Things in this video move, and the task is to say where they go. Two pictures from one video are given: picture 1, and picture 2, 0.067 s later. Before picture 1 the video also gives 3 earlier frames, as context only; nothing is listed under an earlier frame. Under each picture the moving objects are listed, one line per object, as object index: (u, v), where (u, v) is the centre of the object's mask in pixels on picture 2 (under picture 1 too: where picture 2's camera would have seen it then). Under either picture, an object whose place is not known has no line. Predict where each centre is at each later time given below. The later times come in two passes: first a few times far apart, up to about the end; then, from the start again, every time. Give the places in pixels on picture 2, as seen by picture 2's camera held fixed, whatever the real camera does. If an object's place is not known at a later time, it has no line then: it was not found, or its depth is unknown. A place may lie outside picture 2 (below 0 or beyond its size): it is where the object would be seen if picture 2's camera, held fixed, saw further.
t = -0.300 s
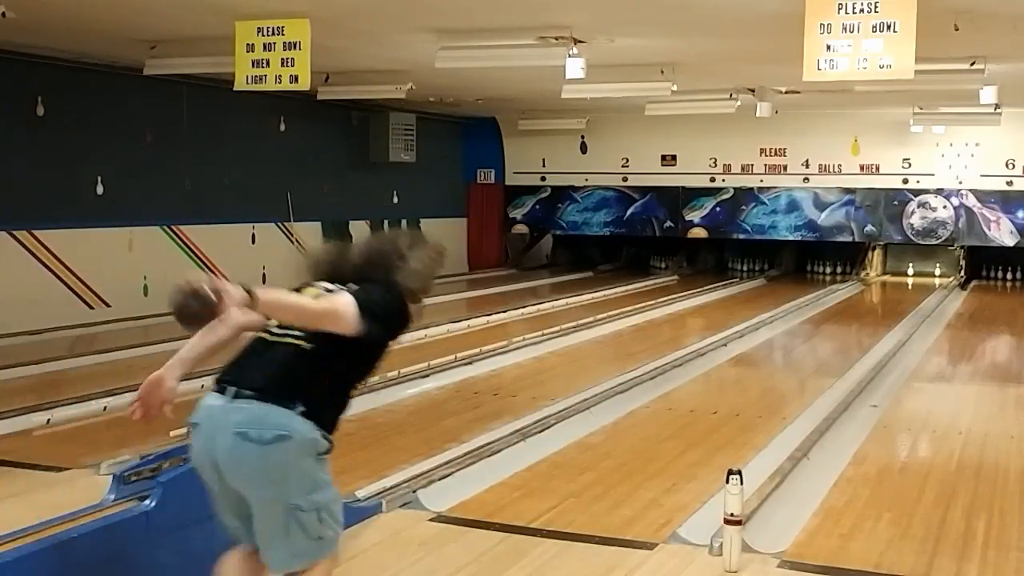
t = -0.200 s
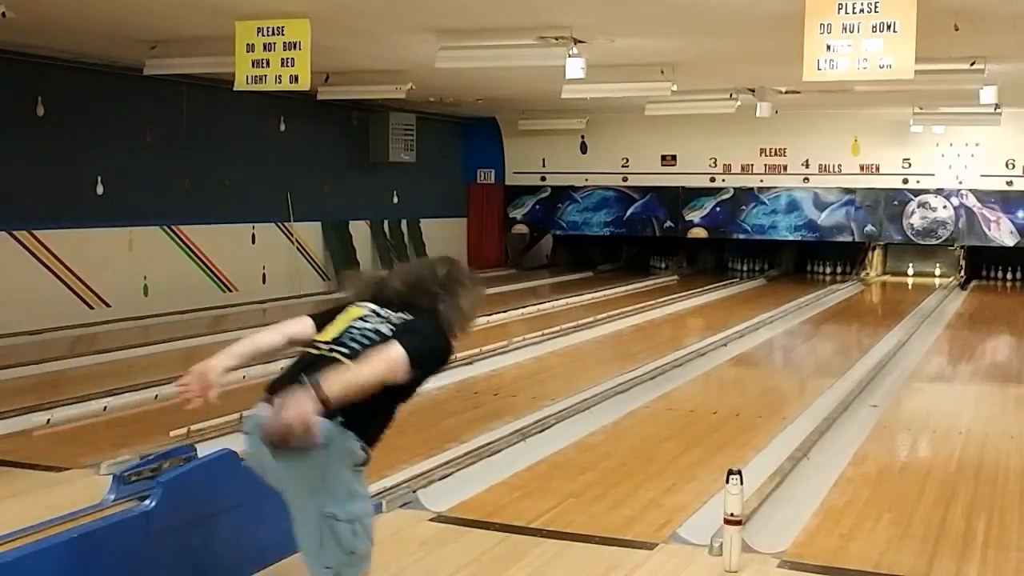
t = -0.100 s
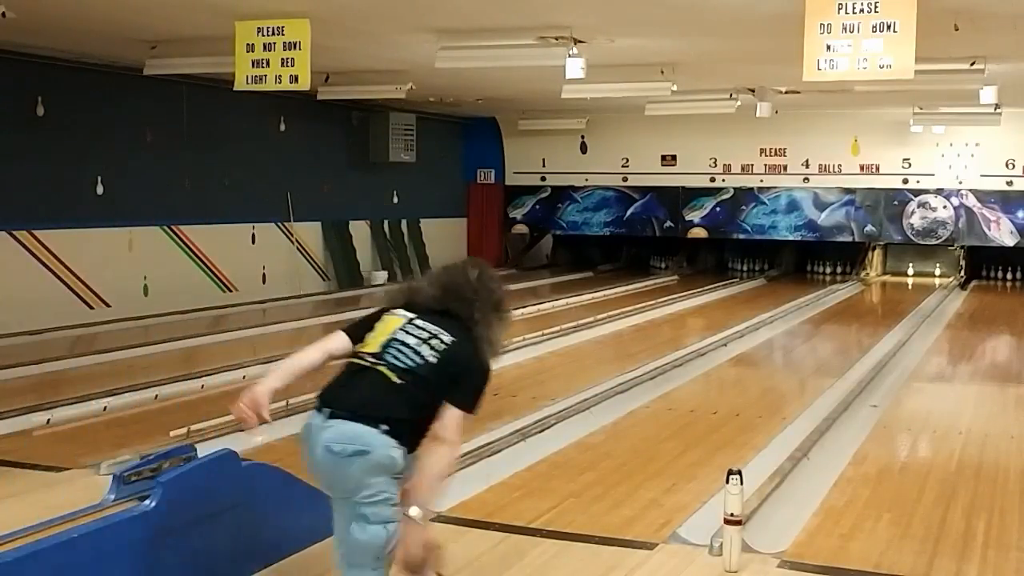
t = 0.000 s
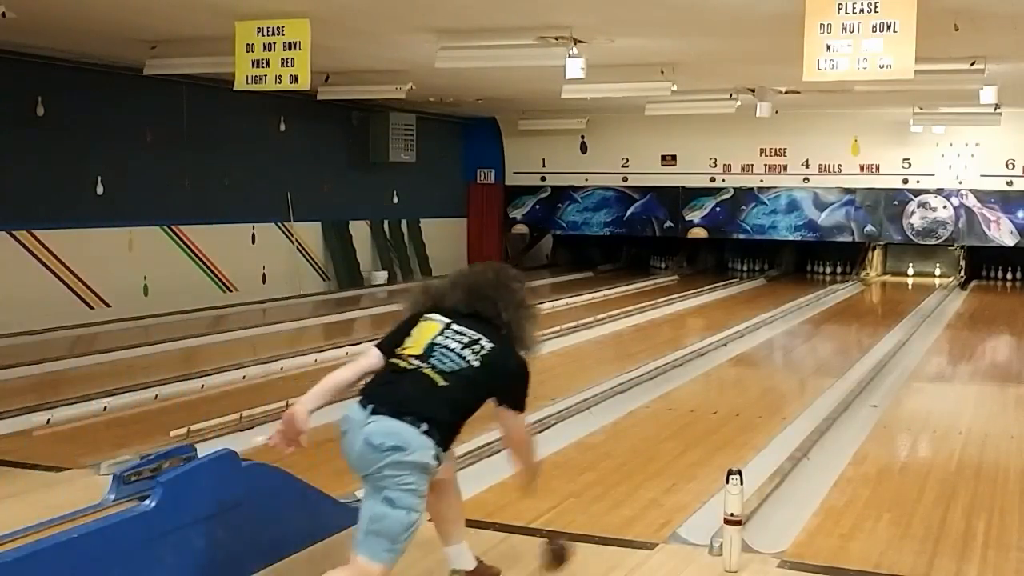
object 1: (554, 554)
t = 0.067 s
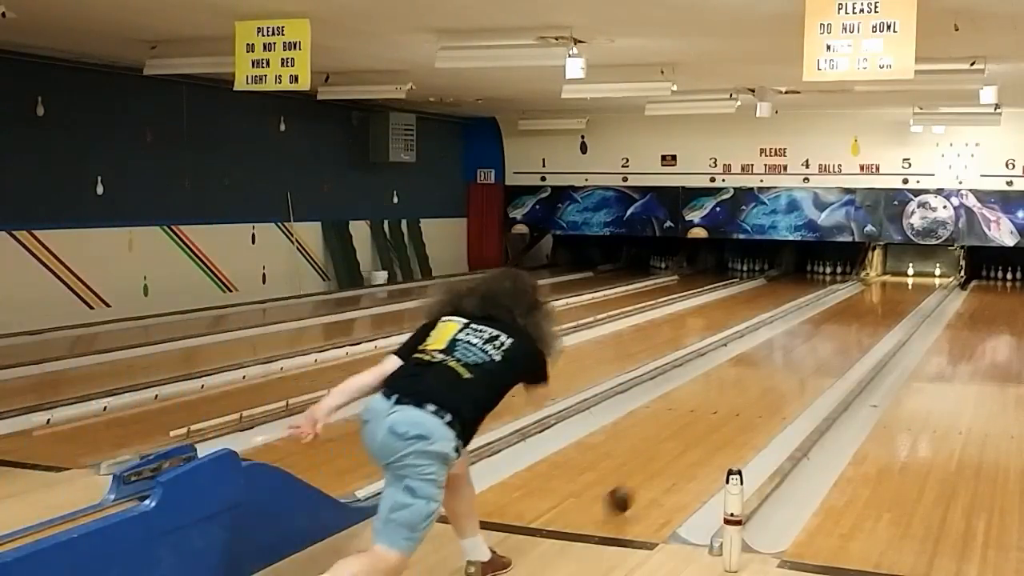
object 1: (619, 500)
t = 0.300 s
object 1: (747, 411)
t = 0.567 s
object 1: (821, 358)
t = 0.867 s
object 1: (867, 324)
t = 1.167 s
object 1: (896, 303)
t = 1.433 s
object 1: (914, 290)
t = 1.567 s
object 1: (920, 285)
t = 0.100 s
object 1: (644, 483)
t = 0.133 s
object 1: (666, 471)
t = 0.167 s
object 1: (686, 456)
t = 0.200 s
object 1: (704, 443)
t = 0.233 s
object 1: (720, 431)
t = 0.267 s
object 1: (734, 421)
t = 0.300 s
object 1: (747, 411)
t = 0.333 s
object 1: (759, 403)
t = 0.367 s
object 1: (770, 395)
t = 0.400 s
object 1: (780, 387)
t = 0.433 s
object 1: (789, 381)
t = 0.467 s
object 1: (798, 374)
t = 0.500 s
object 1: (806, 368)
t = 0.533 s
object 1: (814, 363)
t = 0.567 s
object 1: (821, 358)
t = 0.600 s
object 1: (827, 353)
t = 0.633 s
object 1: (833, 349)
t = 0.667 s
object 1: (839, 343)
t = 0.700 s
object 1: (844, 340)
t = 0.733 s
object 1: (850, 336)
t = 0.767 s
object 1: (854, 333)
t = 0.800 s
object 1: (859, 330)
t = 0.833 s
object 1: (863, 327)
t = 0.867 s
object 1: (867, 324)
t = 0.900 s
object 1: (871, 321)
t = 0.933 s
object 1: (875, 318)
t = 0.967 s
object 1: (878, 315)
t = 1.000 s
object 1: (882, 313)
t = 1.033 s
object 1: (885, 311)
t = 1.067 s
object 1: (887, 309)
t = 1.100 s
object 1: (890, 307)
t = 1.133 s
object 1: (893, 305)
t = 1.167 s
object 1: (896, 303)
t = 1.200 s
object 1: (898, 301)
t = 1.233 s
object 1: (901, 299)
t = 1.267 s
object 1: (903, 298)
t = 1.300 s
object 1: (906, 296)
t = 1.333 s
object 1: (908, 294)
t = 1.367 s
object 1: (910, 293)
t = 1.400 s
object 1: (912, 292)
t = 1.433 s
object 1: (914, 290)
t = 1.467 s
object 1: (915, 289)
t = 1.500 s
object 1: (917, 287)
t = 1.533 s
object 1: (918, 286)
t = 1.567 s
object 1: (920, 285)
